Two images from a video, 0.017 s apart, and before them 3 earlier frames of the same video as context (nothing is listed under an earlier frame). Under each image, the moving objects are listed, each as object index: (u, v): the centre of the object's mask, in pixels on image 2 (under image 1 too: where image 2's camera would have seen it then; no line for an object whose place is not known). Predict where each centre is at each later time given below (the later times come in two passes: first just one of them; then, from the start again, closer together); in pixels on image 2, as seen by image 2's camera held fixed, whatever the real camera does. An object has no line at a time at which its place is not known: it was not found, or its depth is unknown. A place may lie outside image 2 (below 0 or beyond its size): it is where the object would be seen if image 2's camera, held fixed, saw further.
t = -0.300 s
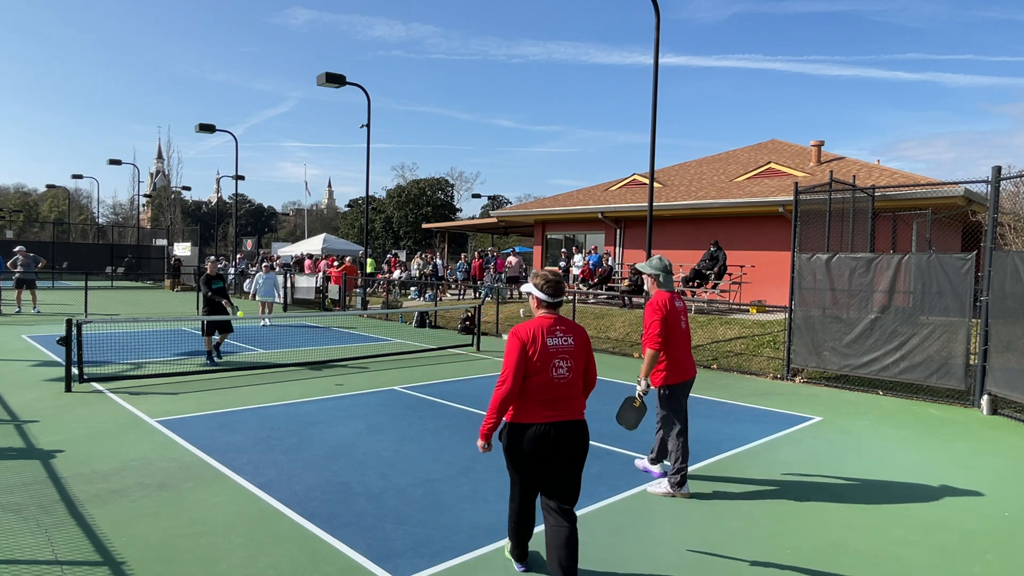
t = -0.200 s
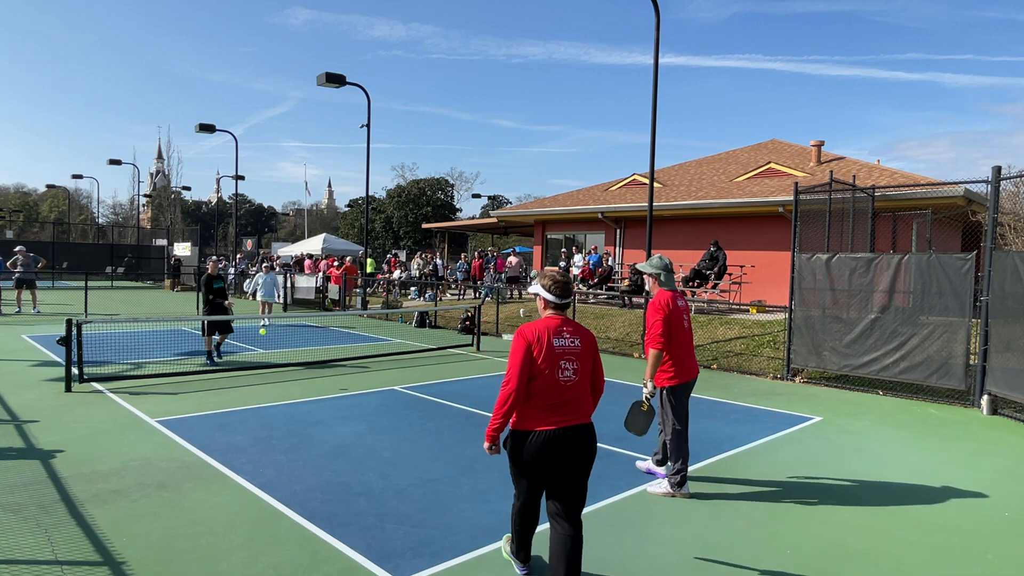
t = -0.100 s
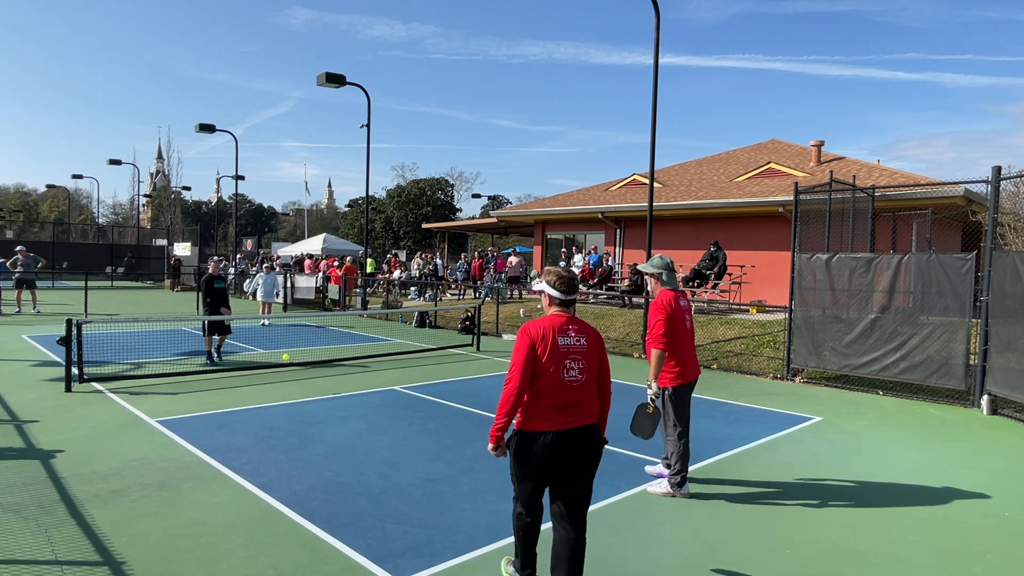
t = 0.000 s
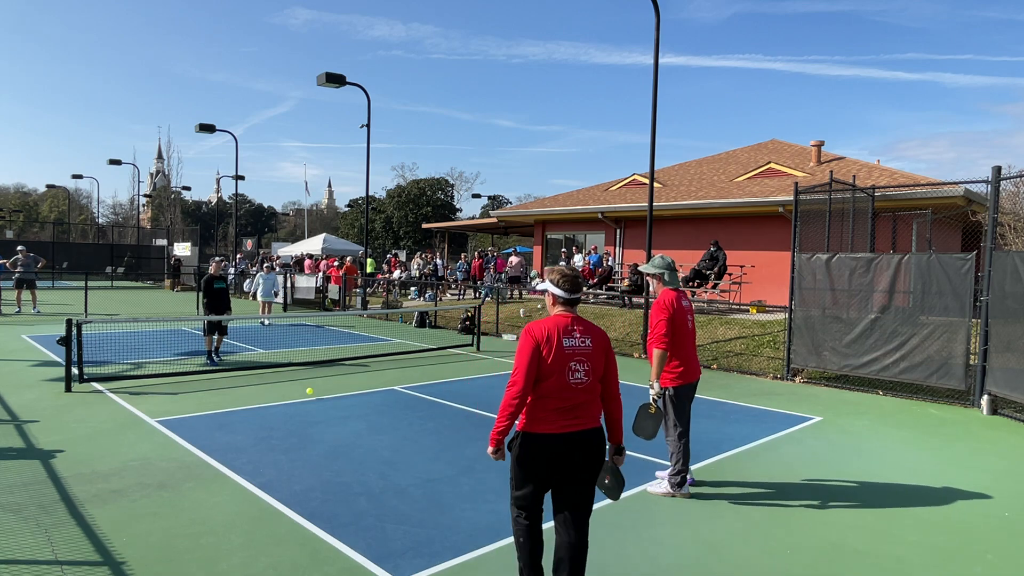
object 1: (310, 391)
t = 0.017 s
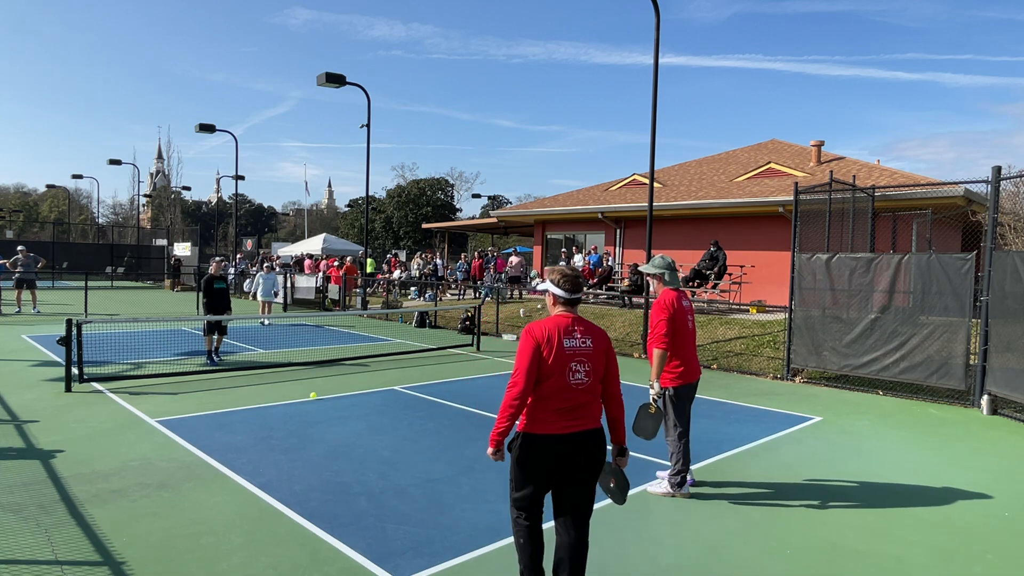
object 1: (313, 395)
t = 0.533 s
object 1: (375, 391)
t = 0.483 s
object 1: (369, 382)
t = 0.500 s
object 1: (371, 385)
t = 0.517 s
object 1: (373, 388)
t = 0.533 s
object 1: (375, 391)
